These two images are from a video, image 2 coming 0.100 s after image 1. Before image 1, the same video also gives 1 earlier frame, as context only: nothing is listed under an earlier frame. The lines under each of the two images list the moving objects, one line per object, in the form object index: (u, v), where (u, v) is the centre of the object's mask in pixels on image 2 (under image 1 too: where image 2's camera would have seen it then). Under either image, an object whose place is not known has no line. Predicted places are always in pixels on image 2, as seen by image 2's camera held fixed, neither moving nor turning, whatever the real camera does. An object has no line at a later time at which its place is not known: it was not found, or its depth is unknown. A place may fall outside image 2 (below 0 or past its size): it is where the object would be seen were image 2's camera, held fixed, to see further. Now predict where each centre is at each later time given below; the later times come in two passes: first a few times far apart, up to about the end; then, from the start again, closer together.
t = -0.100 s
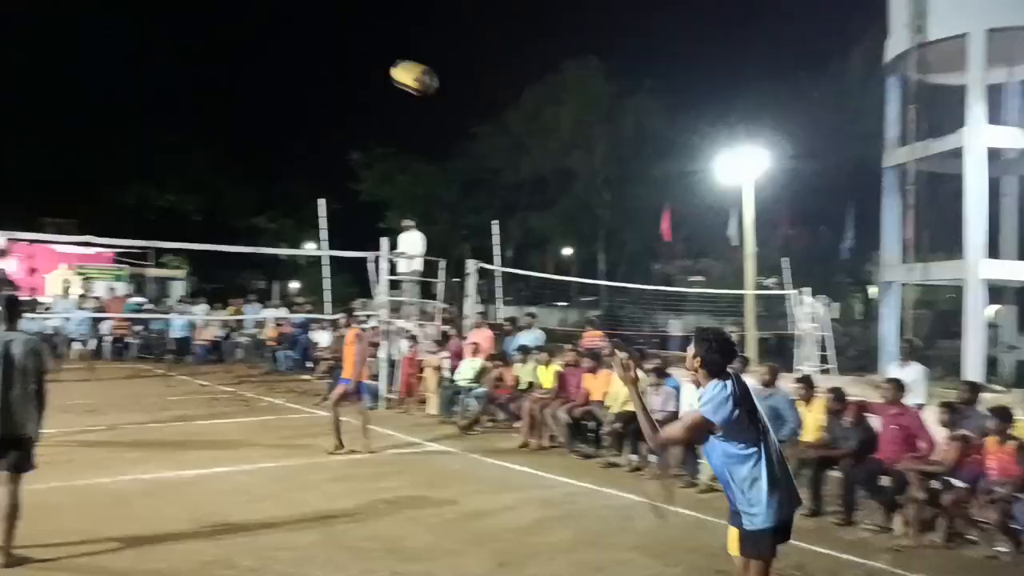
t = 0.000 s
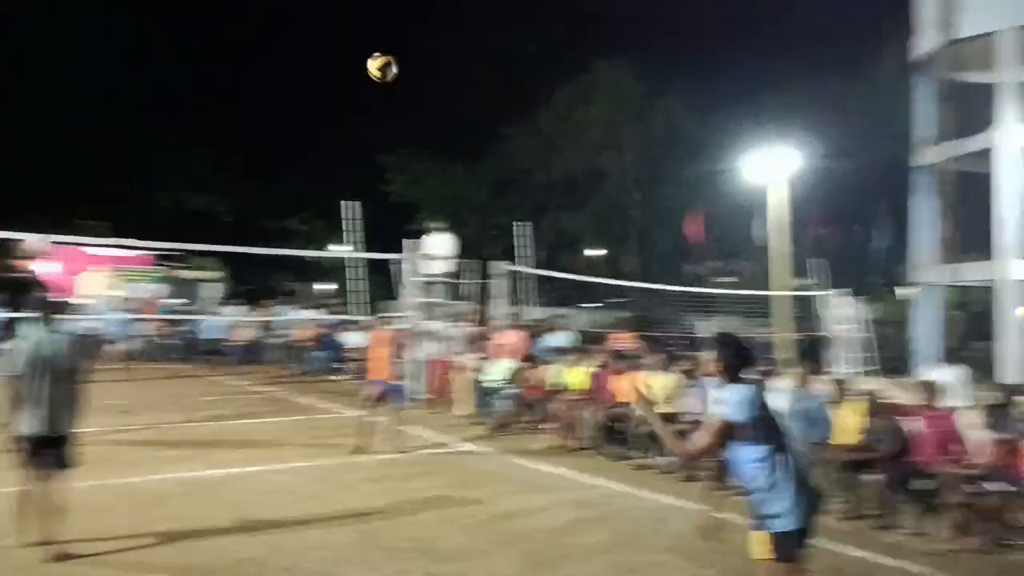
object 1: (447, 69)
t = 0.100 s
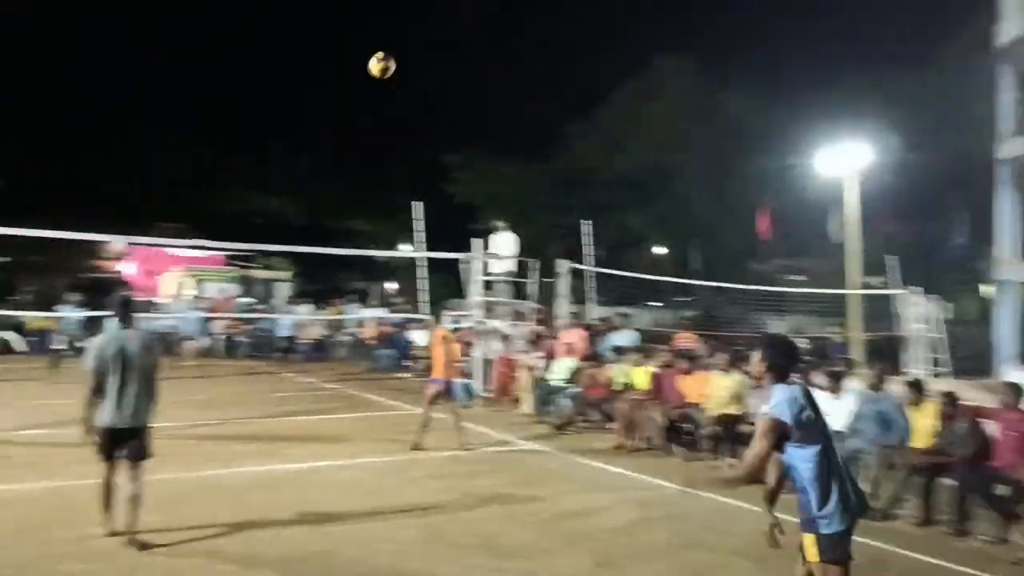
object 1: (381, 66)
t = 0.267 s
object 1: (299, 86)
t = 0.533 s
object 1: (213, 150)
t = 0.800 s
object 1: (153, 233)
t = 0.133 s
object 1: (362, 67)
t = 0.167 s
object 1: (343, 72)
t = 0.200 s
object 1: (326, 77)
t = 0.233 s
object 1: (313, 82)
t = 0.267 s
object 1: (299, 86)
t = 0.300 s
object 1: (286, 92)
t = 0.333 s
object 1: (273, 99)
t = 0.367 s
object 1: (259, 107)
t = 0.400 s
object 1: (248, 115)
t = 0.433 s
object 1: (239, 122)
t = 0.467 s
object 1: (230, 131)
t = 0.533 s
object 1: (213, 150)
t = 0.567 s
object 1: (204, 160)
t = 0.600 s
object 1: (196, 171)
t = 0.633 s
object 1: (188, 181)
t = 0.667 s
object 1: (181, 192)
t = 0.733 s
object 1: (166, 214)
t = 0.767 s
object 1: (160, 225)
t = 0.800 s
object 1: (153, 233)
